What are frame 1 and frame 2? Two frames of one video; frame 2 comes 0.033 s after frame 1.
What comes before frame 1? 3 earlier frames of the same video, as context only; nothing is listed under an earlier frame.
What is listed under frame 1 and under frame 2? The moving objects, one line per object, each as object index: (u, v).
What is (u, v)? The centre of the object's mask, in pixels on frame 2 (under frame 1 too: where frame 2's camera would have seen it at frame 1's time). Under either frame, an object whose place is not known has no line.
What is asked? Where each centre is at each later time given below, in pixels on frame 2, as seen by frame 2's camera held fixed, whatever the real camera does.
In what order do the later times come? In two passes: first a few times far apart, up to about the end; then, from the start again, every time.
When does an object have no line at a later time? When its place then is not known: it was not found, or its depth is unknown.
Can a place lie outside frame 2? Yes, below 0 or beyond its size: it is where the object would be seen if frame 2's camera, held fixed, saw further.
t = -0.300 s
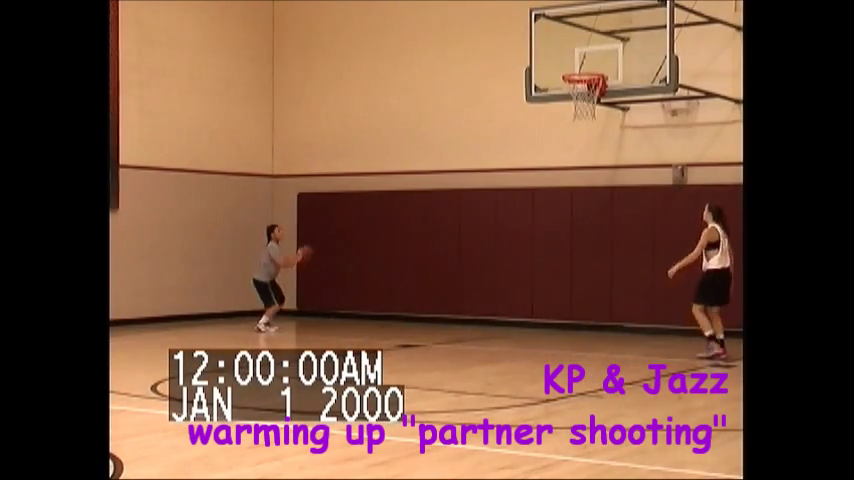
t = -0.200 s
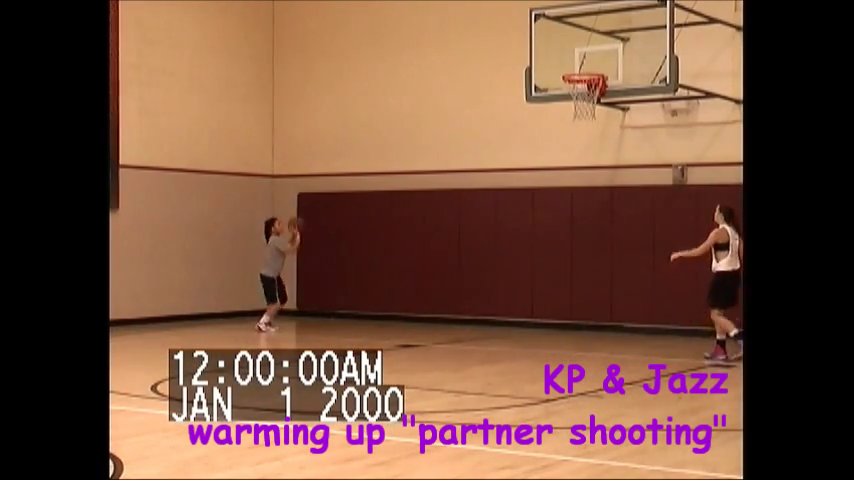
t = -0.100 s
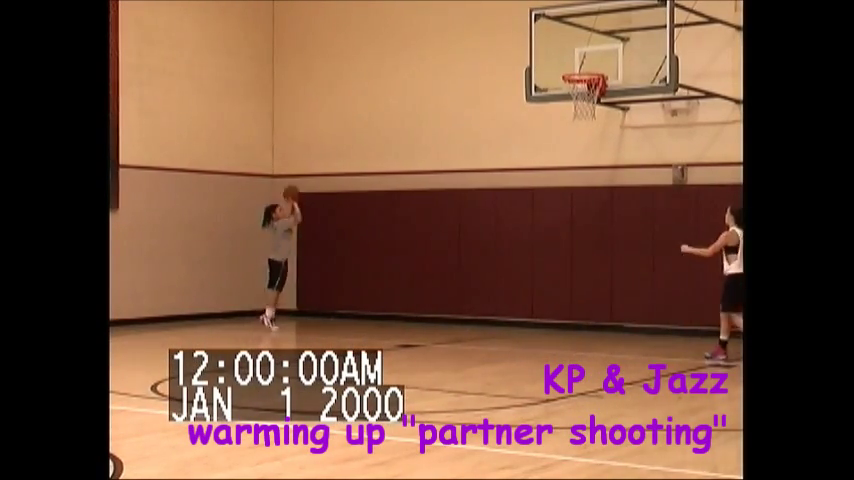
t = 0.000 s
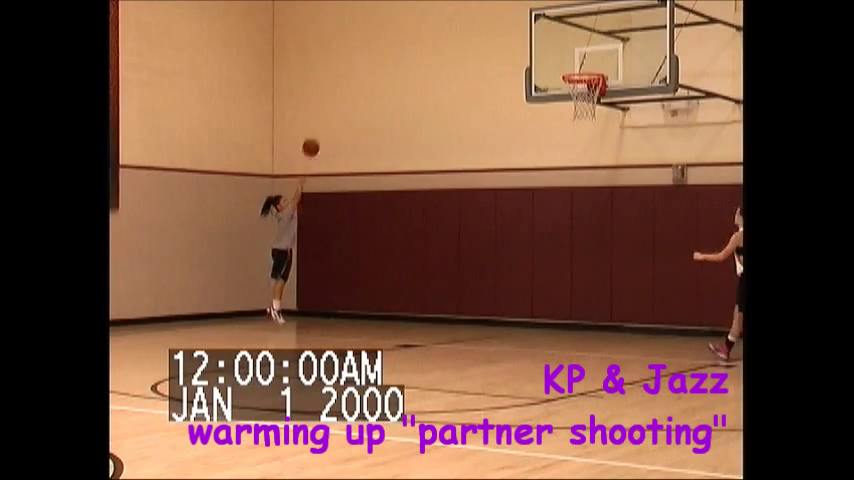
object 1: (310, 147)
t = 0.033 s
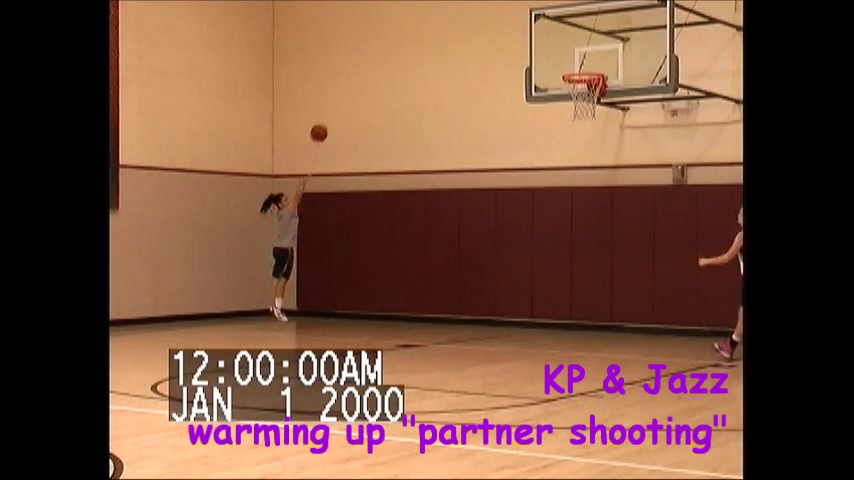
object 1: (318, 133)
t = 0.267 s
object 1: (377, 51)
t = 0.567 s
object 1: (457, 6)
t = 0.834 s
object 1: (533, 24)
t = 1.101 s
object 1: (588, 70)
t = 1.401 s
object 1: (521, 68)
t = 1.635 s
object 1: (469, 117)
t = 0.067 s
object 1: (327, 119)
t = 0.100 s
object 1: (335, 105)
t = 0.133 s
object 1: (344, 93)
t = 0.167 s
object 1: (352, 81)
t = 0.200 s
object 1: (360, 70)
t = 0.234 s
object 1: (369, 60)
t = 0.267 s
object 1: (377, 51)
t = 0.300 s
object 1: (386, 43)
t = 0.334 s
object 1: (395, 35)
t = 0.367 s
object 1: (403, 28)
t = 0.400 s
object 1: (412, 22)
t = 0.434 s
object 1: (421, 17)
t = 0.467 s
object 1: (430, 12)
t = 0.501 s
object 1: (439, 9)
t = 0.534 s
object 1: (448, 7)
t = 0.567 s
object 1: (457, 6)
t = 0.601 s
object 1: (466, 6)
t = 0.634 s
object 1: (476, 6)
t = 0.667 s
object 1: (485, 7)
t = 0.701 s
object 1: (495, 7)
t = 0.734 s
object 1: (504, 9)
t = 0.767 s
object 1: (513, 13)
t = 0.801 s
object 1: (522, 18)
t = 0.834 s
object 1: (533, 24)
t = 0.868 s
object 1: (543, 30)
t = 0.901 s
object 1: (552, 38)
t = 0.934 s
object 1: (563, 47)
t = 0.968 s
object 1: (572, 56)
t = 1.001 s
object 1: (583, 67)
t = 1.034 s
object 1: (587, 70)
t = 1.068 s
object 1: (589, 71)
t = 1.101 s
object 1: (588, 70)
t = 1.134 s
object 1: (580, 66)
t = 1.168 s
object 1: (573, 64)
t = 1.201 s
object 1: (565, 62)
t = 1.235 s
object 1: (558, 61)
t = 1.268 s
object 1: (551, 60)
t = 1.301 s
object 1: (543, 61)
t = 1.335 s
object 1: (536, 62)
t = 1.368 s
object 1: (528, 64)
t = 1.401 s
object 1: (521, 68)
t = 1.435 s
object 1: (513, 72)
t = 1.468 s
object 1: (506, 77)
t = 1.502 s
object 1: (498, 83)
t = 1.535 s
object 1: (491, 90)
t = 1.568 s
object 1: (483, 98)
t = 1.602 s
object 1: (476, 107)
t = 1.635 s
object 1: (469, 117)
